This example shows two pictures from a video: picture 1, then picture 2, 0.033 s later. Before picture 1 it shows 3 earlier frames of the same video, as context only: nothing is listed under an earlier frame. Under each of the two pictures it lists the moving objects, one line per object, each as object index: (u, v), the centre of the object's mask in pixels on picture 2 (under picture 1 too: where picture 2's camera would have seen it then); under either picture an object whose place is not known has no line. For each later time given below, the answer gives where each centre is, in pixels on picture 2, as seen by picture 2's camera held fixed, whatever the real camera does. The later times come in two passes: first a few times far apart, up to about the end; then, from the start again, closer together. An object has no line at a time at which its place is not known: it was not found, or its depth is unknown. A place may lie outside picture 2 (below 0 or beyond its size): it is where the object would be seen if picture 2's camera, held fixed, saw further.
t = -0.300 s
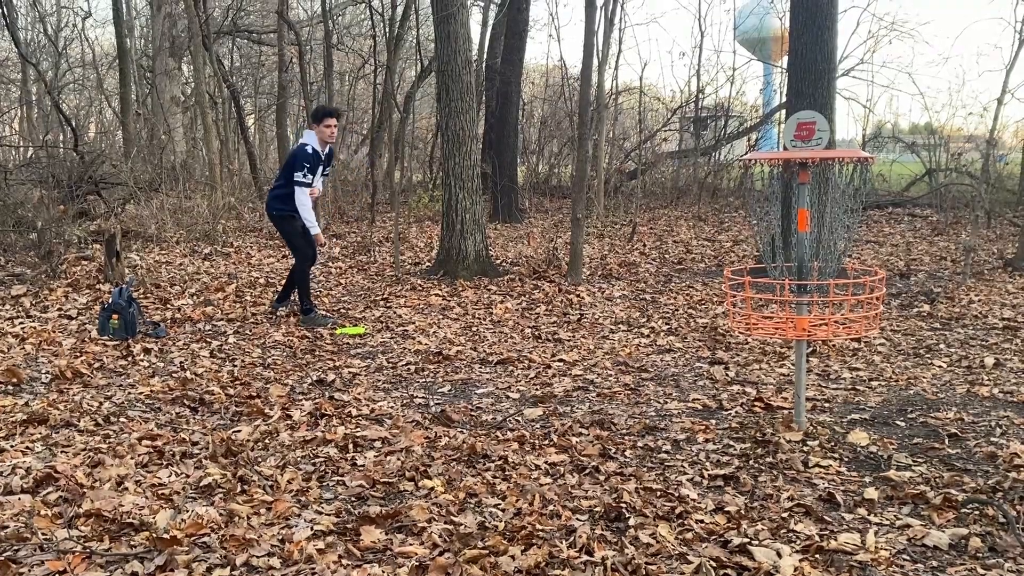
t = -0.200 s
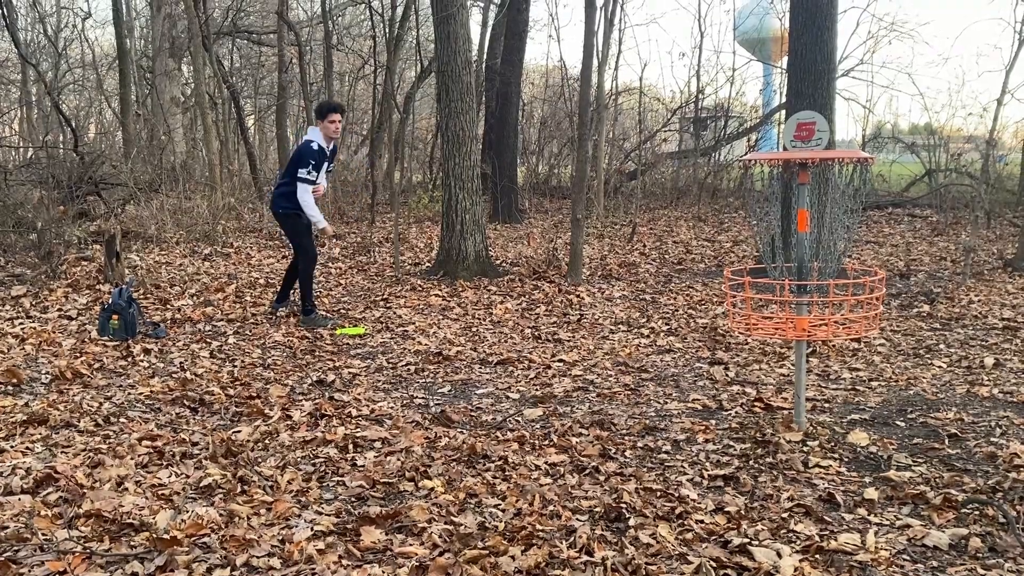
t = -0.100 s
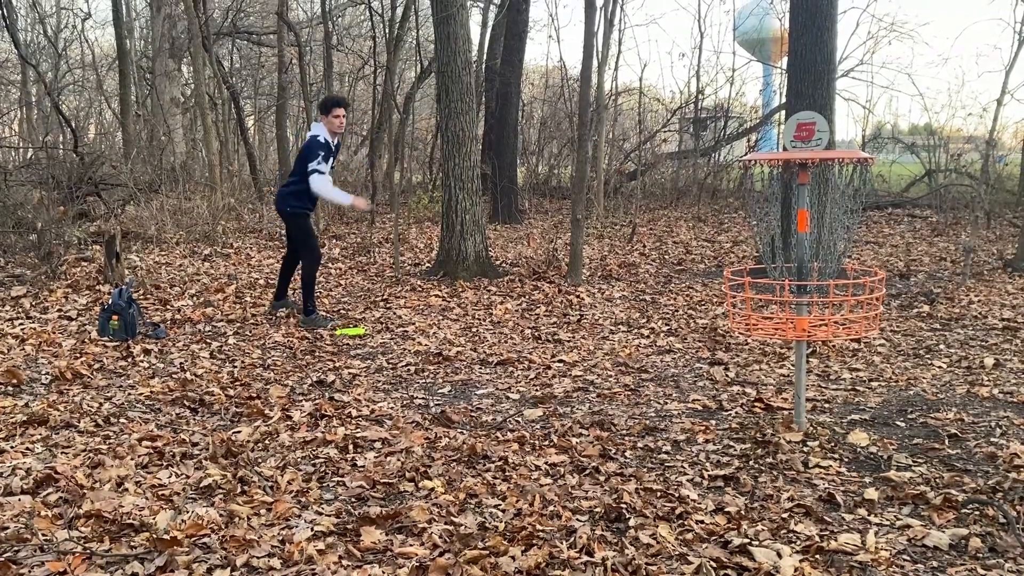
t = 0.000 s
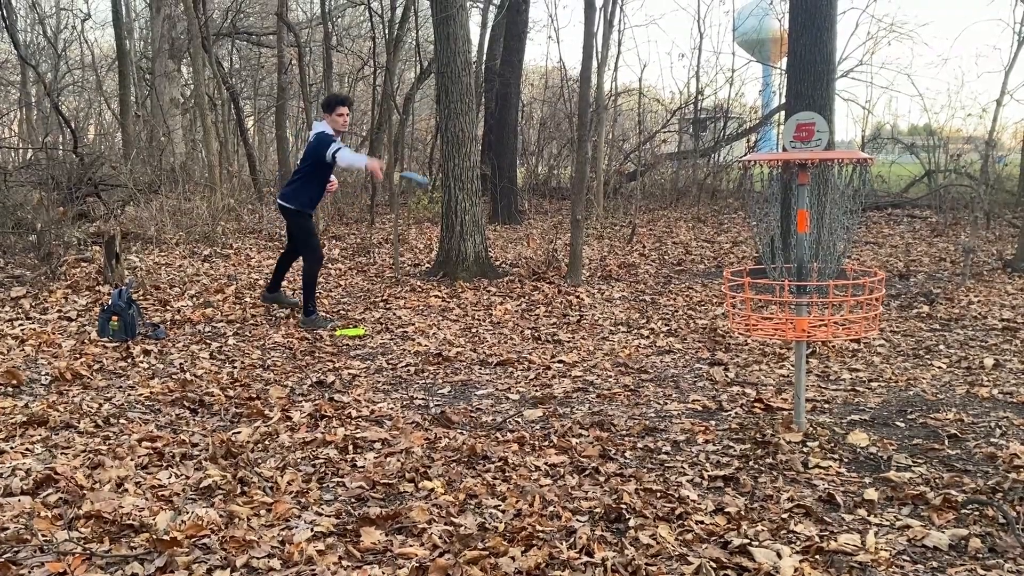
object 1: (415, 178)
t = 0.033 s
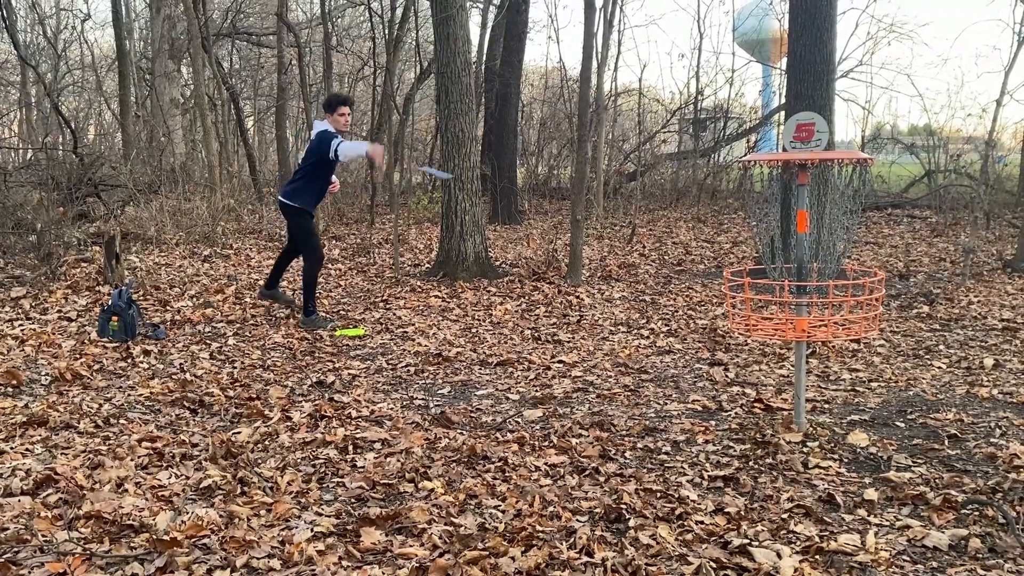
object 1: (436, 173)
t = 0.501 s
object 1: (781, 260)
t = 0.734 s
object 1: (783, 307)
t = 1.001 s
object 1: (782, 304)
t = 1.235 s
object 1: (778, 305)
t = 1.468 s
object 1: (776, 313)
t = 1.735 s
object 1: (771, 321)
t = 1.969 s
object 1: (771, 321)
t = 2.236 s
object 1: (770, 322)
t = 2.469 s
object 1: (771, 322)
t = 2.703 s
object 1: (771, 322)
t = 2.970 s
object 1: (771, 322)
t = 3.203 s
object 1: (771, 322)
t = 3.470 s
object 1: (771, 322)
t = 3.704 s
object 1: (771, 322)
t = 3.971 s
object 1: (771, 321)
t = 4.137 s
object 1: (771, 321)
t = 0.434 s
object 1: (771, 248)
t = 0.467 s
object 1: (781, 258)
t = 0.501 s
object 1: (781, 260)
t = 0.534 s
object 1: (782, 264)
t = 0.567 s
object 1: (782, 272)
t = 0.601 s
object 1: (783, 281)
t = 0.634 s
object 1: (785, 299)
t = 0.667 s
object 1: (786, 306)
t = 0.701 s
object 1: (786, 306)
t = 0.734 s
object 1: (783, 307)
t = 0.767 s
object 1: (785, 305)
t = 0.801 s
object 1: (782, 306)
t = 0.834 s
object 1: (783, 305)
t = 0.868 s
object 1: (783, 304)
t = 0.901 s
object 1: (783, 304)
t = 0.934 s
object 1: (782, 304)
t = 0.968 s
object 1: (782, 304)
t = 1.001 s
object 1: (782, 304)
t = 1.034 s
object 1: (782, 304)
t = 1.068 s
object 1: (782, 304)
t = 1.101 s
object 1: (781, 303)
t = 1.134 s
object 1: (780, 305)
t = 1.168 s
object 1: (779, 305)
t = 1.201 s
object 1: (780, 303)
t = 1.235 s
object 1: (778, 305)
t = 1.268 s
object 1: (778, 305)
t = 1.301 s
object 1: (777, 306)
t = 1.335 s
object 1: (776, 306)
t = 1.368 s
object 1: (776, 307)
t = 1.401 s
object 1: (776, 308)
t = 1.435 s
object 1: (776, 311)
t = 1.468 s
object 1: (776, 313)
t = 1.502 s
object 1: (777, 316)
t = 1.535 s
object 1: (776, 316)
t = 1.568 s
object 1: (773, 317)
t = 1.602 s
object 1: (772, 320)
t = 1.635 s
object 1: (771, 321)
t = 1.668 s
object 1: (771, 321)
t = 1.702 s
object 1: (771, 321)
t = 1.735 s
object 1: (771, 321)
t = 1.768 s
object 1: (771, 321)
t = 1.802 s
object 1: (771, 321)
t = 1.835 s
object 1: (771, 321)
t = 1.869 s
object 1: (771, 321)
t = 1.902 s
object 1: (771, 321)
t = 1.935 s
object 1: (771, 321)
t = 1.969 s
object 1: (771, 321)
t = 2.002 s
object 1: (771, 321)
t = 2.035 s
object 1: (771, 321)
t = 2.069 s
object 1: (771, 322)
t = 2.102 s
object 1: (771, 322)
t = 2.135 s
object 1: (771, 322)
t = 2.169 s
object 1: (771, 322)
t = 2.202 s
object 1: (771, 322)
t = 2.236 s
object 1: (770, 322)
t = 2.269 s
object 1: (770, 322)
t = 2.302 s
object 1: (770, 322)
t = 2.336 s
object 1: (771, 322)
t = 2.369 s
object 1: (771, 322)
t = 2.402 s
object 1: (771, 322)
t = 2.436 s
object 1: (771, 322)
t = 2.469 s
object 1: (771, 322)
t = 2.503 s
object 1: (770, 322)
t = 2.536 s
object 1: (771, 322)
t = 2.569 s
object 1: (771, 321)
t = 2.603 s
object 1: (771, 322)
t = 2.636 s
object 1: (771, 322)
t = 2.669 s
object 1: (771, 322)
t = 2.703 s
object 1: (771, 322)
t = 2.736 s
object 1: (771, 322)
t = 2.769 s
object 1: (771, 322)
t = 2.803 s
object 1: (771, 322)
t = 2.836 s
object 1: (771, 322)
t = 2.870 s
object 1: (771, 322)
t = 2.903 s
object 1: (771, 322)
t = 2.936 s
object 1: (771, 322)
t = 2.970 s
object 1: (771, 322)
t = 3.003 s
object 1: (771, 322)
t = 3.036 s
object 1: (771, 322)
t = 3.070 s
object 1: (771, 322)
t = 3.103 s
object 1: (771, 321)
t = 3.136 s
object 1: (771, 322)
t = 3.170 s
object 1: (771, 321)
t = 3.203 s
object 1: (771, 322)
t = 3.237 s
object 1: (771, 321)
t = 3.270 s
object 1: (771, 321)
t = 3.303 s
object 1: (771, 321)
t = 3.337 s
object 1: (771, 321)
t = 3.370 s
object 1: (771, 321)
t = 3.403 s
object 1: (771, 322)
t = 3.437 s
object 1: (771, 322)
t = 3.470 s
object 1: (771, 322)
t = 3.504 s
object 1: (771, 322)
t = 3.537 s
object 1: (771, 322)
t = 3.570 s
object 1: (771, 322)
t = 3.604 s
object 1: (771, 321)
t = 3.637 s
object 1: (771, 322)
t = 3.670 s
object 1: (771, 322)
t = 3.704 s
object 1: (771, 322)
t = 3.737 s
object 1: (771, 321)
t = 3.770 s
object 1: (771, 321)
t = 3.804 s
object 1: (771, 321)
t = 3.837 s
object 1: (771, 321)
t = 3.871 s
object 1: (771, 321)
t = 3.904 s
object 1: (771, 321)
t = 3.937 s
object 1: (771, 321)
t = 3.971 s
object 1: (771, 321)
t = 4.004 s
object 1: (771, 322)
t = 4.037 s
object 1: (771, 322)
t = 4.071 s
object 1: (771, 321)
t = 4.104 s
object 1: (771, 321)
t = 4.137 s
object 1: (771, 321)
